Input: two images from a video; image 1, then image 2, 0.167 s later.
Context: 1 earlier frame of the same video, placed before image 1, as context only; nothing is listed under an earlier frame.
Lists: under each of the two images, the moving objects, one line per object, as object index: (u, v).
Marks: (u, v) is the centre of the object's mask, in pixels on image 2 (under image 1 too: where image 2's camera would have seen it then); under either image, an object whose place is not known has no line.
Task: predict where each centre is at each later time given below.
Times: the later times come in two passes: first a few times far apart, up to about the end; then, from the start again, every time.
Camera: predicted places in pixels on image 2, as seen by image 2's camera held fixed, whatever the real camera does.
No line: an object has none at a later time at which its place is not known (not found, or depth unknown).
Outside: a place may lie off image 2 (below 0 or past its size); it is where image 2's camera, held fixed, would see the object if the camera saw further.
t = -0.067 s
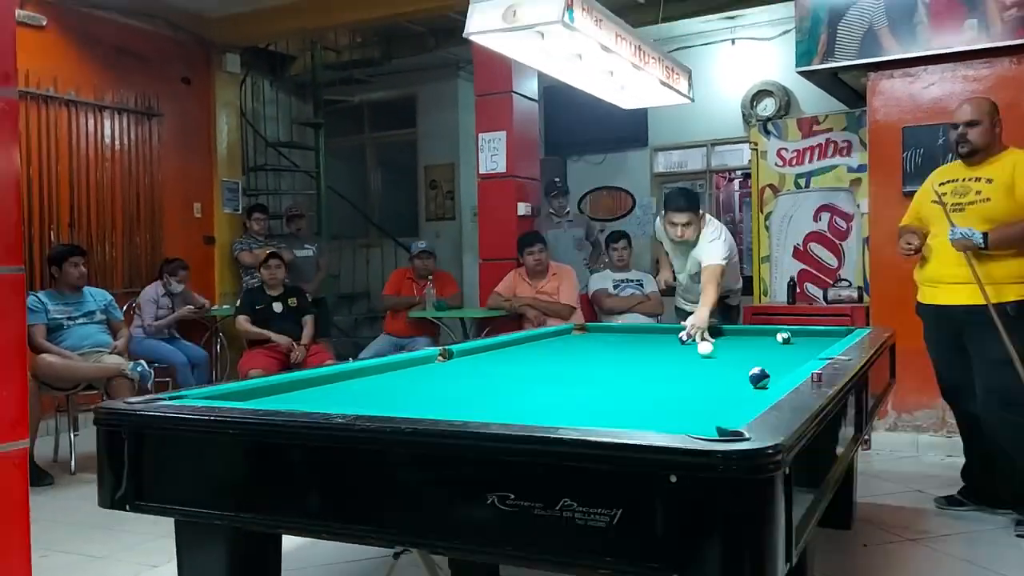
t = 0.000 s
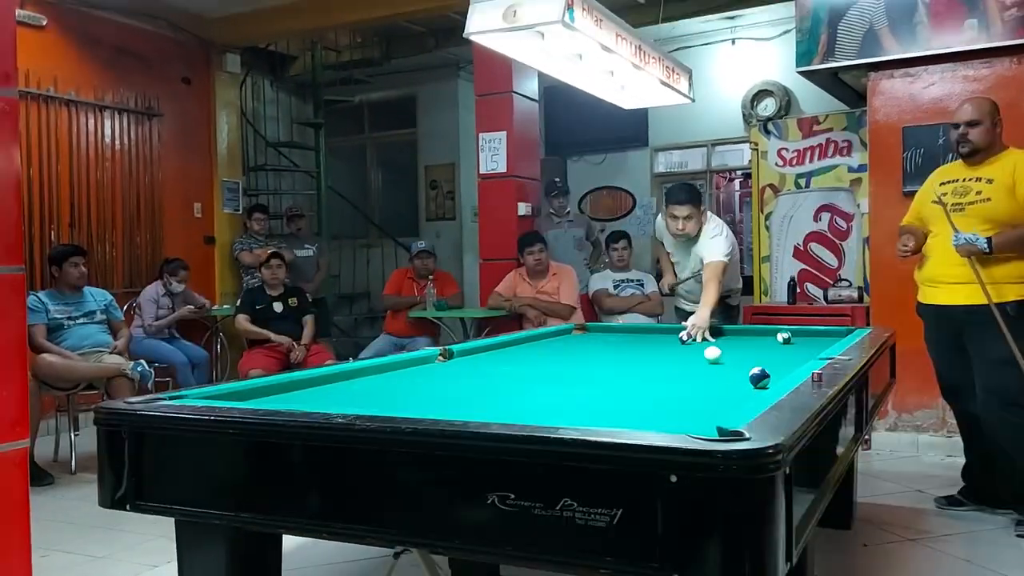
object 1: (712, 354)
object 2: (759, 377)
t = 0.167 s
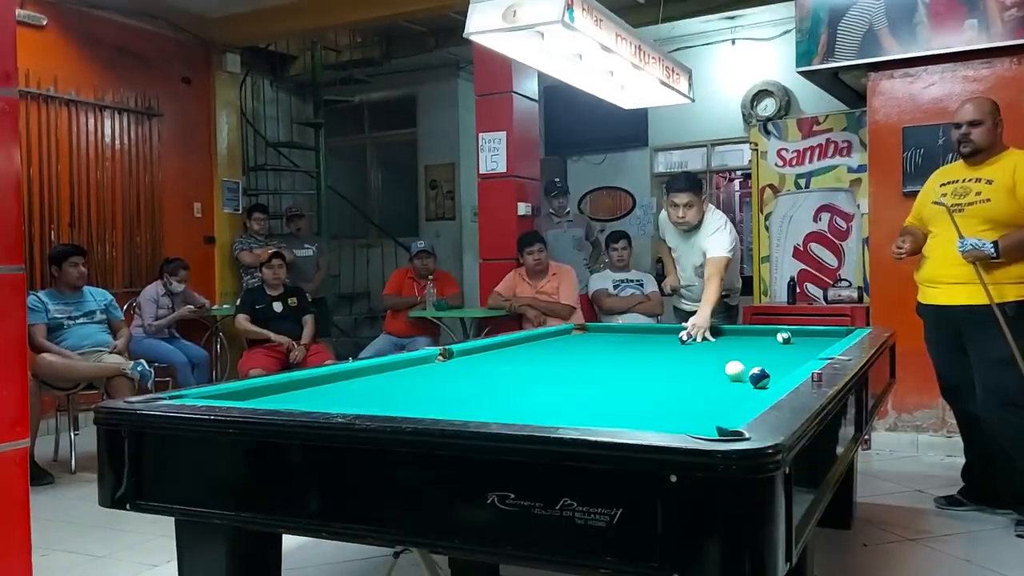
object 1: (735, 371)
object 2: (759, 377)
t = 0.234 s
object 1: (729, 377)
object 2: (773, 375)
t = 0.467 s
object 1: (649, 396)
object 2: (709, 381)
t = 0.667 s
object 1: (570, 413)
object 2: (645, 381)
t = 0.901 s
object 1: (567, 409)
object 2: (574, 381)
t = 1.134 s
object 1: (588, 394)
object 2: (506, 381)
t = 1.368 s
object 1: (604, 382)
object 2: (443, 382)
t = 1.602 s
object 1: (617, 371)
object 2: (383, 383)
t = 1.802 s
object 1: (627, 364)
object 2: (334, 383)
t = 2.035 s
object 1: (636, 356)
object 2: (298, 385)
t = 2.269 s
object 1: (644, 350)
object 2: (316, 387)
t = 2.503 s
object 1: (651, 345)
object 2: (333, 389)
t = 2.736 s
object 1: (657, 340)
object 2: (349, 390)
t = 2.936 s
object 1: (661, 337)
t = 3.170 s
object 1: (667, 334)
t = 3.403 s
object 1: (671, 331)
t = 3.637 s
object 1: (673, 330)
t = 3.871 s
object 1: (664, 331)
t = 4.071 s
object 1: (657, 333)
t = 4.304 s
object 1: (649, 334)
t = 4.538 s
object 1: (642, 335)
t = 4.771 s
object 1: (636, 337)
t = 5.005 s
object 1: (630, 338)
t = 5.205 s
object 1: (626, 339)
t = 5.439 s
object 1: (621, 340)
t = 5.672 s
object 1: (617, 341)
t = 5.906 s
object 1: (613, 342)
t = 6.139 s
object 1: (611, 342)
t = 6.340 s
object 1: (609, 343)
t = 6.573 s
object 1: (608, 343)
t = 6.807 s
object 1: (608, 343)
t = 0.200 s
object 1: (740, 375)
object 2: (759, 377)
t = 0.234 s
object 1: (729, 377)
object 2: (773, 375)
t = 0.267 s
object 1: (717, 379)
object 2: (775, 376)
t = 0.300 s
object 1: (705, 381)
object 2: (765, 379)
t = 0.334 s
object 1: (693, 384)
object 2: (756, 381)
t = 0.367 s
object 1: (682, 387)
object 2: (744, 380)
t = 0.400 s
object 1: (671, 390)
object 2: (732, 379)
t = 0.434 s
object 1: (660, 393)
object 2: (720, 380)
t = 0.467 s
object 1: (649, 396)
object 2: (709, 381)
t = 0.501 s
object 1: (637, 400)
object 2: (699, 381)
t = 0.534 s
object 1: (625, 403)
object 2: (689, 381)
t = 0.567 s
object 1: (612, 408)
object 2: (677, 380)
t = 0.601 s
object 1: (599, 410)
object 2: (665, 380)
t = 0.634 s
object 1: (585, 412)
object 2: (655, 381)
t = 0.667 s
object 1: (570, 413)
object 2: (645, 381)
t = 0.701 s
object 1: (554, 415)
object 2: (635, 381)
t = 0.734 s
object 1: (546, 416)
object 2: (625, 380)
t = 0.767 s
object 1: (551, 414)
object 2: (613, 380)
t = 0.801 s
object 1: (556, 413)
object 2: (603, 381)
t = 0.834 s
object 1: (560, 412)
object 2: (593, 382)
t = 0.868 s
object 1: (564, 411)
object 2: (583, 382)
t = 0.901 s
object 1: (567, 409)
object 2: (574, 381)
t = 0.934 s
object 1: (571, 408)
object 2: (564, 380)
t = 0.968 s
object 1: (574, 406)
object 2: (553, 380)
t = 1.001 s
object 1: (577, 403)
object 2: (543, 382)
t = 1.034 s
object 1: (580, 401)
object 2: (534, 382)
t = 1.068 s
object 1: (583, 399)
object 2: (524, 382)
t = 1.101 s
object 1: (586, 396)
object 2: (516, 382)
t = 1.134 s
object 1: (588, 394)
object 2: (506, 381)
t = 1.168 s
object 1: (591, 392)
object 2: (496, 381)
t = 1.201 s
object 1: (593, 390)
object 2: (487, 382)
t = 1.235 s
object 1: (596, 388)
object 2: (478, 382)
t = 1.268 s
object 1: (598, 387)
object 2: (469, 383)
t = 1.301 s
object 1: (600, 385)
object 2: (460, 383)
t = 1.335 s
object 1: (603, 383)
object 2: (452, 382)
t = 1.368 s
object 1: (604, 382)
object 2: (443, 382)
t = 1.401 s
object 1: (606, 380)
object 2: (433, 382)
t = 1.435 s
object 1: (608, 379)
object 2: (425, 382)
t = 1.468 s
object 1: (610, 377)
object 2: (416, 383)
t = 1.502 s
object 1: (612, 375)
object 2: (408, 383)
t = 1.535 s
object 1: (614, 374)
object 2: (399, 384)
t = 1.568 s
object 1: (616, 373)
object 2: (391, 383)
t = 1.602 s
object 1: (617, 371)
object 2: (383, 383)
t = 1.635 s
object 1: (619, 370)
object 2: (374, 382)
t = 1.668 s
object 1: (621, 369)
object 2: (365, 383)
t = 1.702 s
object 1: (622, 367)
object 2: (358, 383)
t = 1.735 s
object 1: (624, 366)
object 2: (350, 383)
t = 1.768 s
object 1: (625, 365)
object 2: (341, 383)
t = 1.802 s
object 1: (627, 364)
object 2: (334, 383)
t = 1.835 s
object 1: (628, 363)
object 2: (326, 383)
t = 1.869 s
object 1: (630, 362)
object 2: (318, 383)
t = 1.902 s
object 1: (631, 361)
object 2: (310, 383)
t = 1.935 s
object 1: (632, 360)
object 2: (302, 383)
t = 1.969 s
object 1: (634, 358)
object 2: (295, 384)
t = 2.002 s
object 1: (635, 357)
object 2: (296, 384)
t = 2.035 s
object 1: (636, 356)
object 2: (298, 385)
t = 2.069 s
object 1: (637, 356)
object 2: (301, 385)
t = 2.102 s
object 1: (638, 355)
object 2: (303, 385)
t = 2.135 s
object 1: (640, 354)
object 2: (305, 385)
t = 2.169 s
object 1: (641, 353)
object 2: (308, 386)
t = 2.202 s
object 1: (642, 352)
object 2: (311, 386)
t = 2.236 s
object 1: (643, 351)
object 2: (313, 386)
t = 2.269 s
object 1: (644, 350)
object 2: (316, 387)
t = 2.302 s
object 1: (645, 349)
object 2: (318, 388)
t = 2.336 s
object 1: (646, 349)
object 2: (320, 388)
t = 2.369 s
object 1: (647, 348)
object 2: (323, 388)
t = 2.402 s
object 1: (648, 347)
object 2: (325, 388)
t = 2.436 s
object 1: (649, 346)
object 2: (328, 388)
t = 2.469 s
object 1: (650, 346)
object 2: (330, 388)
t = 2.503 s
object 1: (651, 345)
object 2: (333, 389)
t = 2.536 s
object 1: (652, 344)
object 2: (335, 389)
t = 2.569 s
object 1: (653, 344)
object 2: (338, 390)
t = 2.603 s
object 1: (654, 343)
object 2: (340, 390)
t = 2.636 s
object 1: (655, 342)
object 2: (342, 390)
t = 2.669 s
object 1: (656, 342)
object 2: (344, 390)
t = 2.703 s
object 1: (656, 341)
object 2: (346, 390)
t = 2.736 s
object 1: (657, 340)
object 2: (349, 390)
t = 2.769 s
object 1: (658, 340)
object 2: (351, 391)
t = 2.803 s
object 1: (658, 339)
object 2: (353, 391)
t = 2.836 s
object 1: (659, 339)
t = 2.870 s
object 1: (660, 338)
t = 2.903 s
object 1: (661, 338)
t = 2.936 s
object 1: (661, 337)
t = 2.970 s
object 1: (662, 337)
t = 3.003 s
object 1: (663, 336)
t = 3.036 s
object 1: (664, 336)
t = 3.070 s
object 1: (665, 335)
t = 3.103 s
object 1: (666, 335)
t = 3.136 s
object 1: (666, 335)
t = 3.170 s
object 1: (667, 334)
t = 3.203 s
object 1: (668, 334)
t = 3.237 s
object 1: (668, 333)
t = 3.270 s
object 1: (668, 332)
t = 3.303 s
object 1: (669, 332)
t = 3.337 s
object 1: (670, 332)
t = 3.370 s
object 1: (670, 331)
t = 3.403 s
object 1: (671, 331)
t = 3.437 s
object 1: (672, 331)
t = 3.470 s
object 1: (672, 330)
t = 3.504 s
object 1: (673, 330)
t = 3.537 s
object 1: (673, 330)
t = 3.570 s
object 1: (674, 330)
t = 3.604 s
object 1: (674, 329)
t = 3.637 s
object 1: (673, 330)
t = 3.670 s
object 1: (672, 330)
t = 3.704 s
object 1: (670, 330)
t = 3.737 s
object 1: (669, 331)
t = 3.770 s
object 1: (668, 330)
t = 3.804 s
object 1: (667, 331)
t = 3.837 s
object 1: (666, 331)
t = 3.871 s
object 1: (664, 331)
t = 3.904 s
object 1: (663, 331)
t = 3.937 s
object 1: (662, 331)
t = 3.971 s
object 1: (661, 332)
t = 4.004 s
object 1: (660, 332)
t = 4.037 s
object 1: (658, 332)
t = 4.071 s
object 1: (657, 333)
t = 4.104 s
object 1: (656, 333)
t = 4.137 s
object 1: (655, 333)
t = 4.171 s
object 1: (654, 333)
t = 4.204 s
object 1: (653, 333)
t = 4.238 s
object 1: (651, 333)
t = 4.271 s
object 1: (650, 334)
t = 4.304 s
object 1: (649, 334)
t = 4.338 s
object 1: (648, 334)
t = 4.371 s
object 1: (647, 334)
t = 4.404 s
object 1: (646, 335)
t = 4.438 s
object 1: (645, 335)
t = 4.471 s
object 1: (644, 335)
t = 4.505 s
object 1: (643, 335)
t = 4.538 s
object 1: (642, 335)
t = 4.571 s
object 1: (641, 335)
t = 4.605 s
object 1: (640, 336)
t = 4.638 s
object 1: (639, 336)
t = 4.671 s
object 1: (638, 336)
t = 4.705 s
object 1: (637, 336)
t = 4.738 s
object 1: (637, 337)
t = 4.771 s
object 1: (636, 337)
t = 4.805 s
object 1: (635, 337)
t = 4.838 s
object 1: (634, 337)
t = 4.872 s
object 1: (633, 337)
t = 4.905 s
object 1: (632, 338)
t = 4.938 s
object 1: (632, 338)
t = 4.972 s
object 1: (631, 338)
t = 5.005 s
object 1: (630, 338)
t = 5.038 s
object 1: (629, 338)
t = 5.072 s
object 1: (628, 339)
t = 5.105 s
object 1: (628, 338)
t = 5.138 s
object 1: (627, 339)
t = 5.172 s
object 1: (626, 339)
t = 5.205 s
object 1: (626, 339)
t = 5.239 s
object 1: (625, 339)
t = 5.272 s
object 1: (624, 339)
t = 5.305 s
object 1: (623, 340)
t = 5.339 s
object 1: (623, 340)
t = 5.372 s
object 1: (622, 340)
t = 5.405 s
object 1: (621, 340)
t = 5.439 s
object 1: (621, 340)
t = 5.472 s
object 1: (620, 341)
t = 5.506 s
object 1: (619, 341)
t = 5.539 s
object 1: (619, 341)
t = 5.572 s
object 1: (618, 341)
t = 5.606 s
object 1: (618, 341)
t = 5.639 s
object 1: (617, 341)
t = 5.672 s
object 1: (617, 341)
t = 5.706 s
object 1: (616, 341)
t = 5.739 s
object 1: (615, 341)
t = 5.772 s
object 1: (615, 341)
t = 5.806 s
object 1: (614, 341)
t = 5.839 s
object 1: (614, 342)
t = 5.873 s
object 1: (613, 342)
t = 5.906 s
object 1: (613, 342)
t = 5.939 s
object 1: (612, 342)
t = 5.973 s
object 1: (612, 342)
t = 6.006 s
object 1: (612, 342)
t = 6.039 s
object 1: (612, 342)
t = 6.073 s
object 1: (611, 342)
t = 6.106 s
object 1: (611, 342)
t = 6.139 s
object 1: (611, 342)
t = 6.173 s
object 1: (610, 342)
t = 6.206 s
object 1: (609, 342)
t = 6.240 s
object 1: (609, 342)
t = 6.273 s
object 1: (609, 342)
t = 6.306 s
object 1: (609, 342)
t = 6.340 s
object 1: (609, 343)
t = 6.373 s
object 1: (609, 343)
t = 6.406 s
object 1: (609, 343)
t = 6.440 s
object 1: (608, 343)
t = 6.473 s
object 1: (608, 343)
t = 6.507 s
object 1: (608, 343)
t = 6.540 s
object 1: (608, 343)
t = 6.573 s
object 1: (608, 343)
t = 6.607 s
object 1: (608, 343)
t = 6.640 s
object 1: (608, 343)
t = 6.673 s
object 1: (608, 343)
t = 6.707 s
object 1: (608, 343)
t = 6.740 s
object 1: (608, 343)
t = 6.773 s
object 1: (608, 343)
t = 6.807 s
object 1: (608, 343)
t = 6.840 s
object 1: (608, 343)
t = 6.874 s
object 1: (608, 343)
